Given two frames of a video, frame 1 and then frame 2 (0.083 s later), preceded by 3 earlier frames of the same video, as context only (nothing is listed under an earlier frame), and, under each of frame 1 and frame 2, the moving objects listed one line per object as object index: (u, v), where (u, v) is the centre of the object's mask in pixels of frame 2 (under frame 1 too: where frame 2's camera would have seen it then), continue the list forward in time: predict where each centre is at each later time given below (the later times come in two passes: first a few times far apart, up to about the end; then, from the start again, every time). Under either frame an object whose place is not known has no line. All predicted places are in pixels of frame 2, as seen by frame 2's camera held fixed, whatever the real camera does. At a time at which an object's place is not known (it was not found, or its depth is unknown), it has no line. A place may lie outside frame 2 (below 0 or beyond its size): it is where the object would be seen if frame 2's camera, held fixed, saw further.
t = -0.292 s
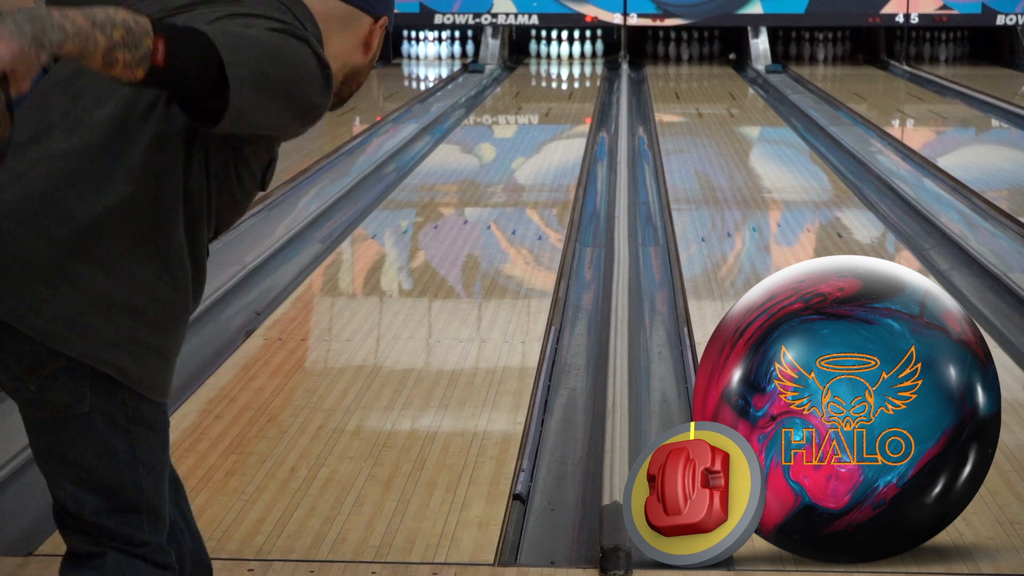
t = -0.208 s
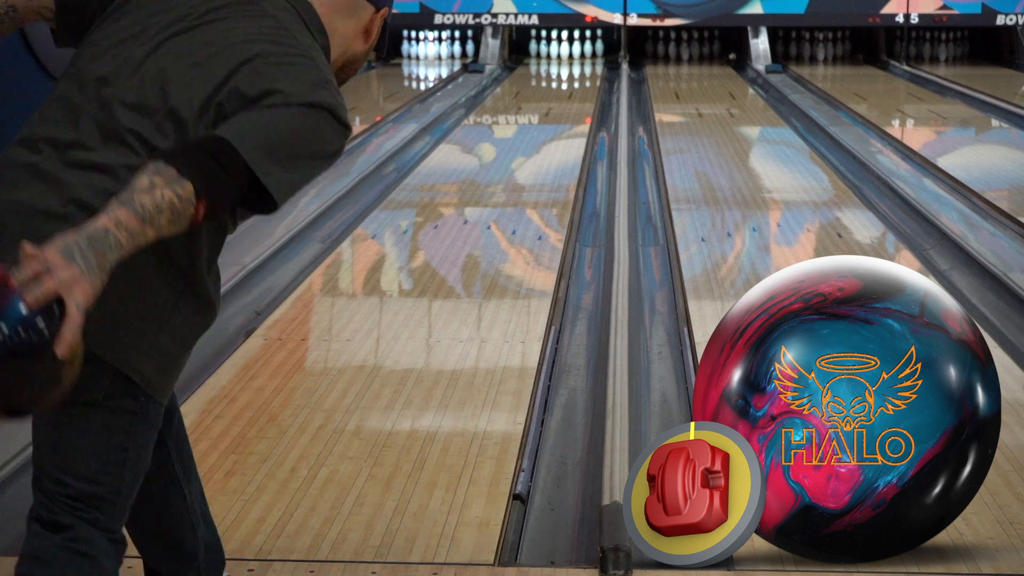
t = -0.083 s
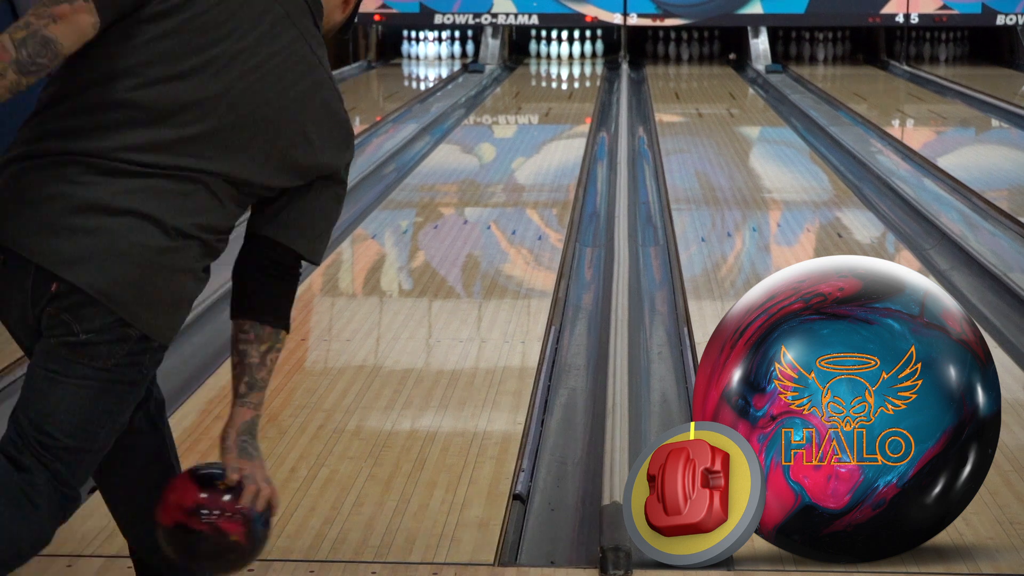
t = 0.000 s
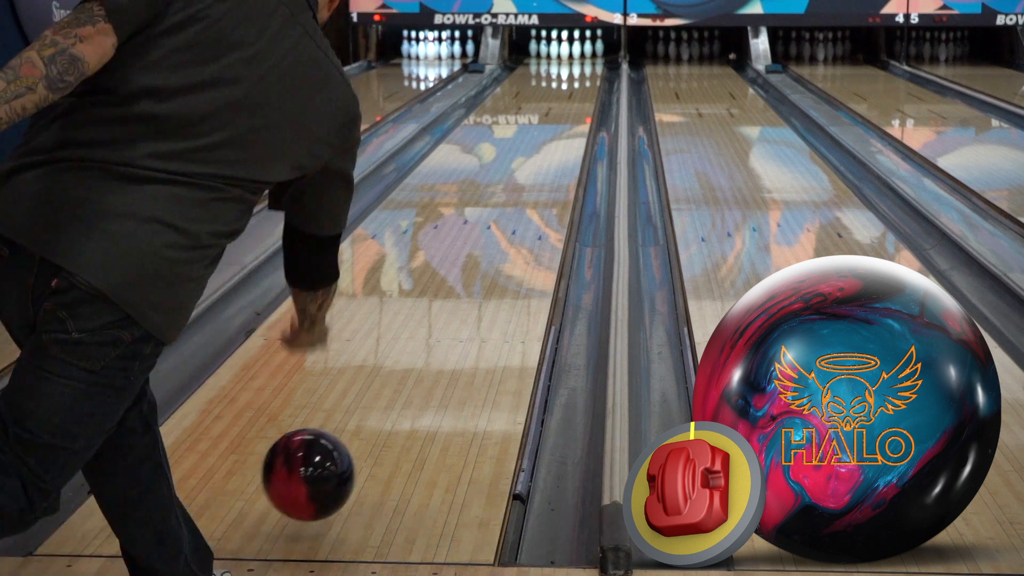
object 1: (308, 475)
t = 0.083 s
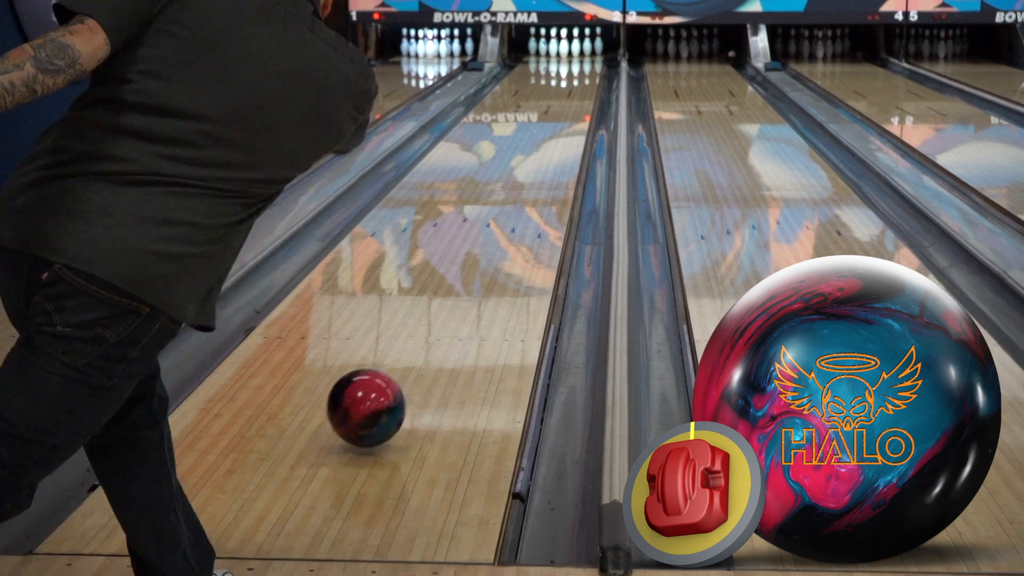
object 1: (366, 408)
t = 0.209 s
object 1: (425, 326)
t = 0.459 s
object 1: (494, 227)
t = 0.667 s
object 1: (527, 177)
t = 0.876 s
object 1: (549, 142)
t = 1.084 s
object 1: (564, 117)
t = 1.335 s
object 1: (576, 96)
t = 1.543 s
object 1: (582, 83)
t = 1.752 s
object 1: (584, 71)
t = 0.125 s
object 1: (389, 378)
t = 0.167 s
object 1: (408, 351)
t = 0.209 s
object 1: (425, 326)
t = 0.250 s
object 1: (440, 306)
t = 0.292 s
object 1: (453, 286)
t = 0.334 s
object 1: (465, 269)
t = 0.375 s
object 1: (475, 254)
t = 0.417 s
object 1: (485, 239)
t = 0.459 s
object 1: (494, 227)
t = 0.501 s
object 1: (501, 215)
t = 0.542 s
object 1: (508, 204)
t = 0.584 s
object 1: (515, 194)
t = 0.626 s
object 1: (521, 185)
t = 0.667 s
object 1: (527, 177)
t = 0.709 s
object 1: (532, 169)
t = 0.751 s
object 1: (536, 161)
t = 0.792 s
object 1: (541, 154)
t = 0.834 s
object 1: (545, 148)
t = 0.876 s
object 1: (549, 142)
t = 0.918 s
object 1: (552, 137)
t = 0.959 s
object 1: (556, 131)
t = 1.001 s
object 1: (559, 127)
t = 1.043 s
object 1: (561, 122)
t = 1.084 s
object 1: (564, 117)
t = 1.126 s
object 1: (567, 113)
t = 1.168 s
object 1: (569, 109)
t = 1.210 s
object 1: (571, 106)
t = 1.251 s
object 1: (573, 103)
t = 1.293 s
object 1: (575, 99)
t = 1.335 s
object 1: (576, 96)
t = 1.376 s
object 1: (577, 93)
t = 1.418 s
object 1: (579, 90)
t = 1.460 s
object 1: (580, 87)
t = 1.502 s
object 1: (581, 85)
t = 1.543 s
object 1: (582, 83)
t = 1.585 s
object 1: (582, 80)
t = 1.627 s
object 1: (583, 78)
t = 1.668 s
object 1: (583, 76)
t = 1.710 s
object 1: (583, 73)
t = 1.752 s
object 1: (584, 71)
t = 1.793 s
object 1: (583, 70)
